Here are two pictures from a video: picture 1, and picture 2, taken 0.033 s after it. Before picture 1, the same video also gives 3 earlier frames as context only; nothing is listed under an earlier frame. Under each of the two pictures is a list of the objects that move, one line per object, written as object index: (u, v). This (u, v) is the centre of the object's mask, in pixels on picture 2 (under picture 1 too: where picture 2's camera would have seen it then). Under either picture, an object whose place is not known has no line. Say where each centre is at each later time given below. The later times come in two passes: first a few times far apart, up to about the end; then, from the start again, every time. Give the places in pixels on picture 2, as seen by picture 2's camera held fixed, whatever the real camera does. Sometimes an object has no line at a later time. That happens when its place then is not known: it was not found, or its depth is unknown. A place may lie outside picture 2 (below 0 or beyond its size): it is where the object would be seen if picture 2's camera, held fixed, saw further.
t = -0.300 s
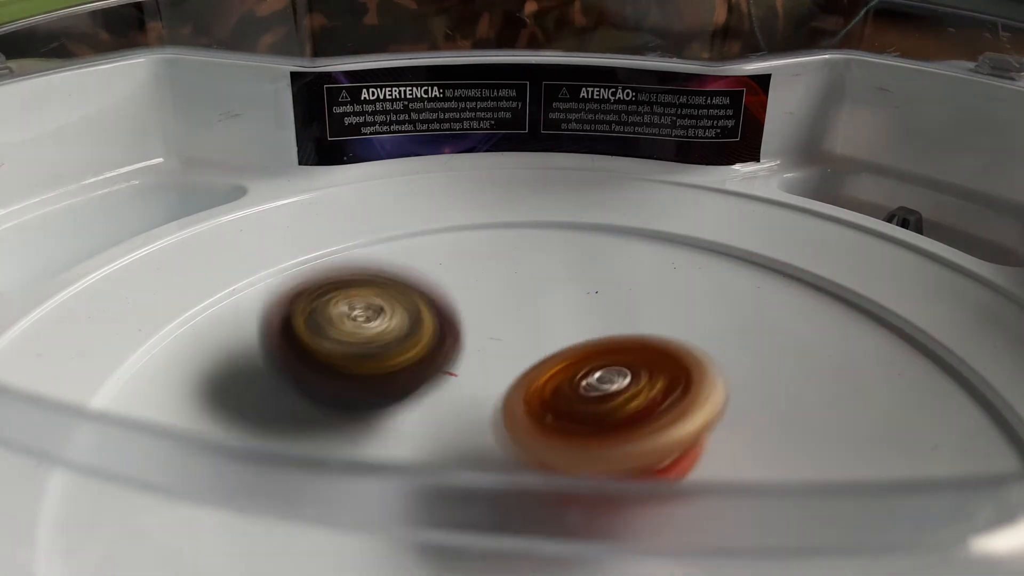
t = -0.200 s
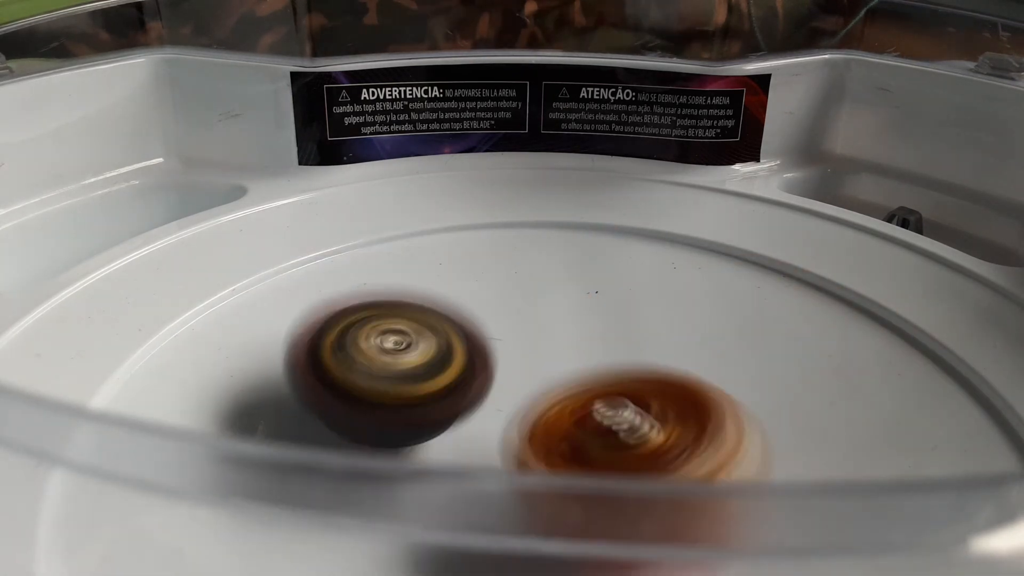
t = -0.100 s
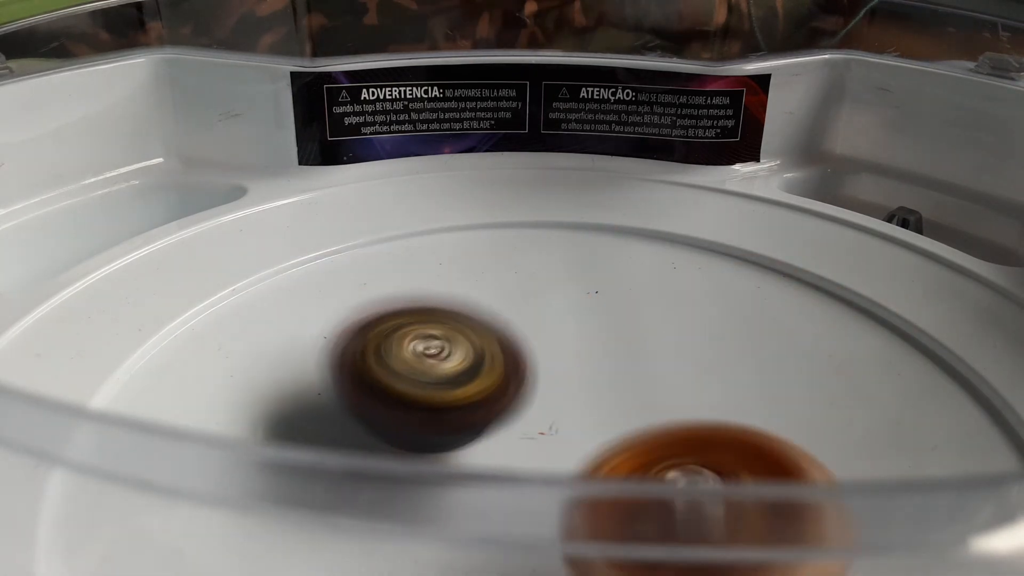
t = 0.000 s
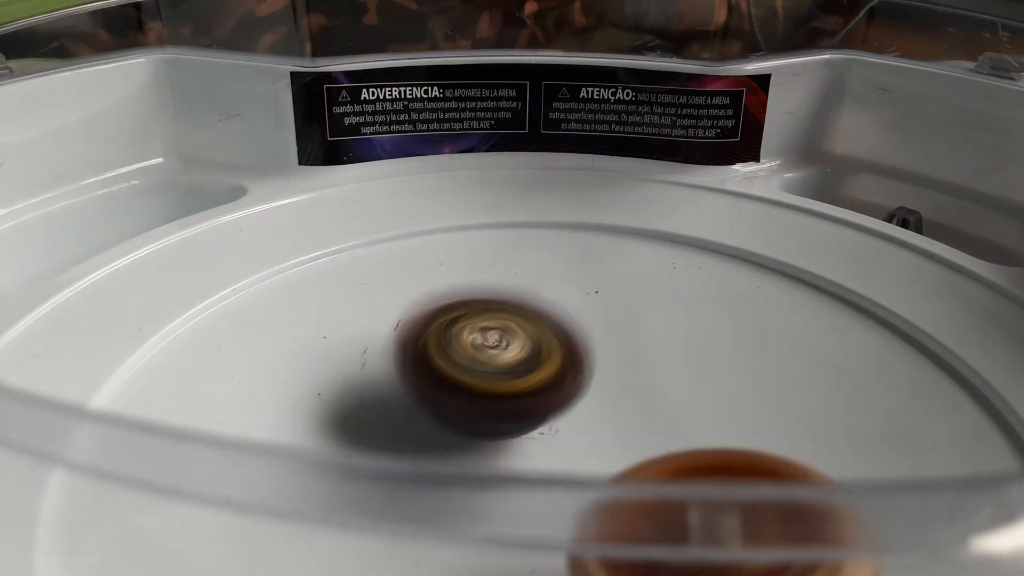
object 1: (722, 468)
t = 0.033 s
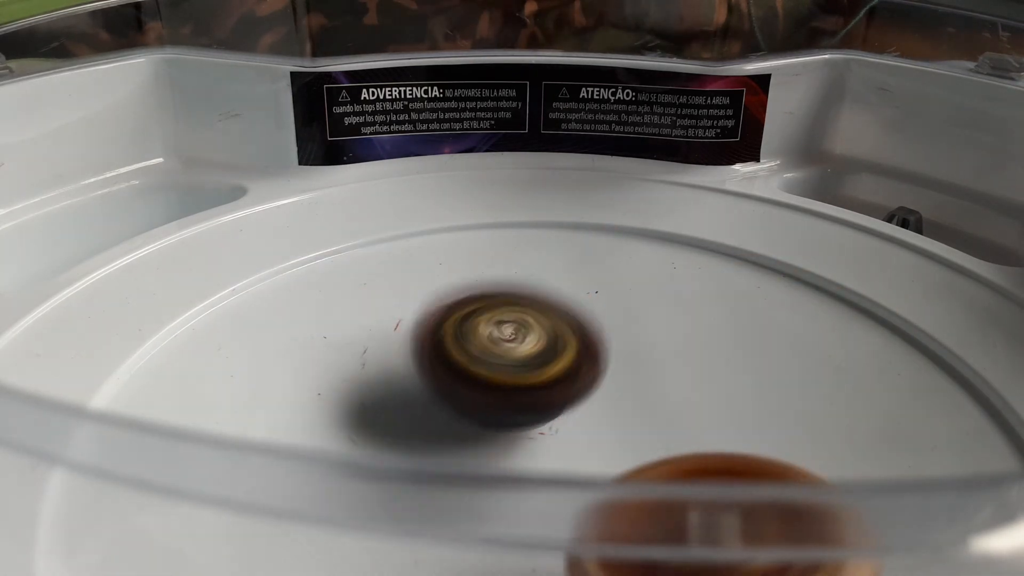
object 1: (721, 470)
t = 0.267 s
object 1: (645, 464)
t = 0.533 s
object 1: (483, 431)
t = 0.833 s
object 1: (407, 393)
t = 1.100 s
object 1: (434, 341)
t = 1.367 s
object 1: (395, 273)
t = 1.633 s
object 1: (493, 296)
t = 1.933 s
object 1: (664, 371)
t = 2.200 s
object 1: (745, 423)
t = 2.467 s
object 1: (697, 453)
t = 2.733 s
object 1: (535, 447)
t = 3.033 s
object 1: (381, 415)
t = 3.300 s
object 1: (359, 400)
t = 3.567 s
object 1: (493, 372)
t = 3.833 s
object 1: (478, 319)
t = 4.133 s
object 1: (542, 352)
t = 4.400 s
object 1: (620, 347)
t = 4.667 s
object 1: (631, 365)
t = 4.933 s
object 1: (594, 411)
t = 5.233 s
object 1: (536, 431)
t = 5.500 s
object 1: (509, 421)
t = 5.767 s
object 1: (498, 386)
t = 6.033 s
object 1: (504, 350)
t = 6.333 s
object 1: (549, 371)
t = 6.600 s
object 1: (637, 395)
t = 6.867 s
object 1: (660, 404)
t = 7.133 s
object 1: (583, 419)
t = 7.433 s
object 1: (483, 431)
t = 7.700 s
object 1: (450, 391)
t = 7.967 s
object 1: (519, 345)
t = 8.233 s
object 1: (617, 359)
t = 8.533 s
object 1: (643, 420)
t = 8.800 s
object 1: (531, 444)
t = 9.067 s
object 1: (450, 396)
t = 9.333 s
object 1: (490, 269)
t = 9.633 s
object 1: (567, 270)
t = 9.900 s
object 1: (584, 326)
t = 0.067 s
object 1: (716, 471)
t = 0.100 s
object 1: (710, 472)
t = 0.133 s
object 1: (702, 472)
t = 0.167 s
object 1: (690, 471)
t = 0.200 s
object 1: (678, 469)
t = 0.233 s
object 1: (662, 467)
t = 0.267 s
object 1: (645, 464)
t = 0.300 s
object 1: (628, 460)
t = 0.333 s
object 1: (608, 456)
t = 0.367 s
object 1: (585, 450)
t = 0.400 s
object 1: (563, 444)
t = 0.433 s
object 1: (544, 438)
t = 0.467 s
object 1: (524, 435)
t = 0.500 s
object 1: (502, 434)
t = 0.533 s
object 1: (483, 431)
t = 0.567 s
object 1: (465, 428)
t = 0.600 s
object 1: (449, 424)
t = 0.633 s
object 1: (435, 420)
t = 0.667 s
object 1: (424, 415)
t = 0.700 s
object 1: (416, 411)
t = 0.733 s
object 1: (410, 406)
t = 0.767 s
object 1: (407, 402)
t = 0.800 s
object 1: (406, 397)
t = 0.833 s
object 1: (407, 393)
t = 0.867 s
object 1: (409, 389)
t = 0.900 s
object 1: (412, 384)
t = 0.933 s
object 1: (417, 380)
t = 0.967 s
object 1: (422, 374)
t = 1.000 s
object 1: (428, 369)
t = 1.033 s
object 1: (436, 363)
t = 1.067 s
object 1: (444, 358)
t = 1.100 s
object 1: (434, 341)
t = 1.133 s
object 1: (415, 324)
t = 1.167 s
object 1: (404, 309)
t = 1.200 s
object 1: (396, 297)
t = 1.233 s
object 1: (392, 288)
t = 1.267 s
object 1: (390, 282)
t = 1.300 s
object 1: (390, 277)
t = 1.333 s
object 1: (391, 274)
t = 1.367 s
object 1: (395, 273)
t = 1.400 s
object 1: (401, 273)
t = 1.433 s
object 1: (408, 273)
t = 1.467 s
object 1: (417, 275)
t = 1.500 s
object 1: (429, 277)
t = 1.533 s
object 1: (442, 280)
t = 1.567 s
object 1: (458, 285)
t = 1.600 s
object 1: (475, 290)
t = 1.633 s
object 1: (493, 296)
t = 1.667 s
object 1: (513, 304)
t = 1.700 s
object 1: (532, 311)
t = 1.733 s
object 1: (552, 319)
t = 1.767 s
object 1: (571, 327)
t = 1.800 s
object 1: (590, 335)
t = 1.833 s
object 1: (610, 344)
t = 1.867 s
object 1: (629, 353)
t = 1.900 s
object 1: (647, 362)
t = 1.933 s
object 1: (664, 371)
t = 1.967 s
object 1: (680, 380)
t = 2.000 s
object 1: (695, 389)
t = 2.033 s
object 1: (707, 397)
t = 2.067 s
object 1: (719, 403)
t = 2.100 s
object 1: (727, 408)
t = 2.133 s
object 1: (735, 413)
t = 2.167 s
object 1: (740, 418)
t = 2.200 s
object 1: (745, 423)
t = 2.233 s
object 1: (747, 427)
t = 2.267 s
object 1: (748, 432)
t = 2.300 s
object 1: (746, 436)
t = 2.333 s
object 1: (742, 440)
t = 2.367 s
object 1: (734, 444)
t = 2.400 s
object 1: (724, 448)
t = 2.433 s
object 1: (712, 451)
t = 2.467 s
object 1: (697, 453)
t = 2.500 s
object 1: (682, 455)
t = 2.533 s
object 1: (663, 457)
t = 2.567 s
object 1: (644, 457)
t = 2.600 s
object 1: (622, 456)
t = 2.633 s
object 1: (601, 455)
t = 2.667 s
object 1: (579, 453)
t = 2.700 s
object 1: (557, 450)
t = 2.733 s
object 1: (535, 447)
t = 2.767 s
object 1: (513, 443)
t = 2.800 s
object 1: (494, 439)
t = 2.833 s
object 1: (477, 434)
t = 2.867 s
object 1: (459, 429)
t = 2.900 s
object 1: (446, 423)
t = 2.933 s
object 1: (436, 418)
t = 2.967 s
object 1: (425, 413)
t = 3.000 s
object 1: (400, 414)
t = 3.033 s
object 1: (381, 415)
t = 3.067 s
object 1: (366, 413)
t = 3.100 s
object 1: (355, 410)
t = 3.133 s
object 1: (348, 409)
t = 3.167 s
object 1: (345, 407)
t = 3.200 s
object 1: (344, 405)
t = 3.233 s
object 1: (347, 404)
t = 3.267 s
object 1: (352, 402)
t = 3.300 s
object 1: (359, 400)
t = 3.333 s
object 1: (369, 399)
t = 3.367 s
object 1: (384, 397)
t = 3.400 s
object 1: (400, 395)
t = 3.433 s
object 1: (417, 392)
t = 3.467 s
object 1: (436, 388)
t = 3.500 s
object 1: (452, 384)
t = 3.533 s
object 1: (472, 378)
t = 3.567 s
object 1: (493, 372)
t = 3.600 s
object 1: (496, 362)
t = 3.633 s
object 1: (485, 351)
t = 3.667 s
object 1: (480, 343)
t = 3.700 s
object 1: (478, 336)
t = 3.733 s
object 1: (477, 330)
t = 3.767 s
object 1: (477, 325)
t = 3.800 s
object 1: (477, 321)
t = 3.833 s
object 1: (478, 319)
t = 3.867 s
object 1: (481, 318)
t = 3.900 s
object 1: (484, 318)
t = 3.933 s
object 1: (488, 319)
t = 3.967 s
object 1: (495, 323)
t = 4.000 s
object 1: (503, 328)
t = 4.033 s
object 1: (513, 333)
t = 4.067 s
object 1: (521, 338)
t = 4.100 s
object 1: (530, 344)
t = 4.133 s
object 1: (542, 352)
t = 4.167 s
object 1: (555, 360)
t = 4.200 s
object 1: (565, 366)
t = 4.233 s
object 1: (582, 369)
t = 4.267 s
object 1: (588, 361)
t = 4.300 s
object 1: (597, 355)
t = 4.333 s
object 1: (606, 350)
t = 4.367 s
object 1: (613, 349)
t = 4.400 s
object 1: (620, 347)
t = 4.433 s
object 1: (625, 346)
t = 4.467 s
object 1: (629, 346)
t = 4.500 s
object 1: (630, 348)
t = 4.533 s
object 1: (633, 350)
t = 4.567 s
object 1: (635, 352)
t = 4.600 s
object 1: (634, 355)
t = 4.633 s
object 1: (632, 360)
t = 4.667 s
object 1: (631, 365)
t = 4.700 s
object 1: (629, 370)
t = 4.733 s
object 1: (624, 377)
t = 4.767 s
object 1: (620, 384)
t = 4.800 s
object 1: (617, 390)
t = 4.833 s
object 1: (610, 395)
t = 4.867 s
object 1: (604, 401)
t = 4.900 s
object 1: (599, 407)
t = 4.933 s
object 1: (594, 411)
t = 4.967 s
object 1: (586, 415)
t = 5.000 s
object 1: (579, 417)
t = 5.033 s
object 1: (575, 421)
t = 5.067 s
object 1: (568, 425)
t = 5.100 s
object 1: (560, 426)
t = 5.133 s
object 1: (555, 428)
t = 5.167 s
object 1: (550, 430)
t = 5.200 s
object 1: (542, 431)
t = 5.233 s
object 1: (536, 431)
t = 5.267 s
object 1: (533, 432)
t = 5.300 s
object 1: (527, 432)
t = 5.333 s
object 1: (521, 430)
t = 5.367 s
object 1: (519, 430)
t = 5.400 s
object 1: (516, 429)
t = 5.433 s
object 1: (512, 426)
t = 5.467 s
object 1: (511, 424)
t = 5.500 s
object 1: (509, 421)
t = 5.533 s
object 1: (505, 417)
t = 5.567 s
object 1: (505, 414)
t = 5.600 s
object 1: (503, 410)
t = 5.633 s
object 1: (500, 405)
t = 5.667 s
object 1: (500, 402)
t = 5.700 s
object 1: (499, 396)
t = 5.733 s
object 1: (497, 390)
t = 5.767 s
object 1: (498, 386)
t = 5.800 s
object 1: (497, 379)
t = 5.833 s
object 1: (496, 373)
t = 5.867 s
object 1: (497, 368)
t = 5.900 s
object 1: (498, 362)
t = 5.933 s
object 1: (499, 358)
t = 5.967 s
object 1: (500, 355)
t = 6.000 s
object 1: (503, 352)
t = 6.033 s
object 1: (504, 350)
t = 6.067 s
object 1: (506, 349)
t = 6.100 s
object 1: (510, 348)
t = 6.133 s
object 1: (512, 349)
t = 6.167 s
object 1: (518, 352)
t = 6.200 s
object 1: (524, 354)
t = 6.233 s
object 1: (528, 358)
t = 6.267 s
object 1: (535, 362)
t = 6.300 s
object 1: (543, 366)
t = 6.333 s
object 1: (549, 371)
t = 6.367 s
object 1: (559, 377)
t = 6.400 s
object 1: (569, 382)
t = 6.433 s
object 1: (578, 386)
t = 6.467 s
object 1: (594, 390)
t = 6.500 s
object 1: (605, 390)
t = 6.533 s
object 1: (615, 393)
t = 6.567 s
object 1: (628, 395)
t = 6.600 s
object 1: (637, 395)
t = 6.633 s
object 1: (644, 398)
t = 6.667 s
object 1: (653, 399)
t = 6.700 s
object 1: (658, 399)
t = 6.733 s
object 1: (662, 401)
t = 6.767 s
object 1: (665, 402)
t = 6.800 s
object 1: (664, 403)
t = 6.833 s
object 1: (663, 404)
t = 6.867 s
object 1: (660, 404)
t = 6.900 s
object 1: (652, 405)
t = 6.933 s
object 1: (646, 407)
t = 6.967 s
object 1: (634, 406)
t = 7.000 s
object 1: (624, 408)
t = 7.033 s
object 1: (615, 409)
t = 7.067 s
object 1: (601, 411)
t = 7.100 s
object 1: (592, 416)
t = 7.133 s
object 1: (583, 419)
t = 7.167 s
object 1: (571, 424)
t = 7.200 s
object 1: (565, 428)
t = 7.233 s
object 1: (553, 430)
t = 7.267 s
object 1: (544, 433)
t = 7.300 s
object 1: (531, 435)
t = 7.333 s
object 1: (519, 435)
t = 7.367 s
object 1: (507, 435)
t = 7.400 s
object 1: (492, 433)
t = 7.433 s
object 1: (483, 431)
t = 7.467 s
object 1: (473, 428)
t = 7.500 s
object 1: (464, 424)
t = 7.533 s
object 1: (459, 421)
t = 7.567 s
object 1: (452, 414)
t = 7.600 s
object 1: (451, 410)
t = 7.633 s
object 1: (447, 403)
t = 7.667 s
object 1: (449, 399)
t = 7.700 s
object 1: (450, 391)
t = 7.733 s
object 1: (453, 386)
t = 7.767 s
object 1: (459, 378)
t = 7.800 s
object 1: (465, 370)
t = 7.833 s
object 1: (476, 363)
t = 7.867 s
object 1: (484, 356)
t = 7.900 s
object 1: (497, 352)
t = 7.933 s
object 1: (506, 346)
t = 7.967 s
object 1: (519, 345)
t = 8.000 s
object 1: (531, 342)
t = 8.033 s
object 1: (542, 342)
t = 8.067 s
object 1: (555, 341)
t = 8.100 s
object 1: (566, 344)
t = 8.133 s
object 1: (581, 345)
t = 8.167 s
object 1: (592, 349)
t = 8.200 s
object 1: (607, 354)
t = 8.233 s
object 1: (617, 359)
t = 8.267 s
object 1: (628, 367)
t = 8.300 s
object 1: (636, 373)
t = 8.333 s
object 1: (643, 383)
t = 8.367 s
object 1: (648, 389)
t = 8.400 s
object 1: (651, 397)
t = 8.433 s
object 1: (655, 403)
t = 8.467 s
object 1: (651, 410)
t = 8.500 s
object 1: (651, 415)
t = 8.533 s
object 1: (643, 420)
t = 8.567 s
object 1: (637, 427)
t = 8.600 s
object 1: (628, 430)
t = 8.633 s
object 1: (618, 436)
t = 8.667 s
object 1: (606, 438)
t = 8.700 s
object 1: (589, 442)
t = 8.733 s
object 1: (573, 443)
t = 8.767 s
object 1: (553, 444)
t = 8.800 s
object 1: (531, 444)
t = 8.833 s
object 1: (511, 441)
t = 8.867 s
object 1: (495, 436)
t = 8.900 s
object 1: (475, 431)
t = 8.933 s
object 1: (462, 428)
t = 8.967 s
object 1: (457, 417)
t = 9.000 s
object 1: (453, 410)
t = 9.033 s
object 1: (449, 402)
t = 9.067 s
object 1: (450, 396)
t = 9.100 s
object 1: (452, 384)
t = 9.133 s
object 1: (456, 373)
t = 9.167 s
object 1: (463, 354)
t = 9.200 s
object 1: (462, 332)
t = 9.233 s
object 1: (472, 316)
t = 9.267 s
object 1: (470, 288)
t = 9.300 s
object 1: (475, 275)
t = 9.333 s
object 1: (490, 269)
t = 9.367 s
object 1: (494, 256)
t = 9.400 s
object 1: (493, 243)
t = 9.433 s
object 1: (507, 241)
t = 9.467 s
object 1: (515, 242)
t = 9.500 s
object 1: (526, 243)
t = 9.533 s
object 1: (535, 246)
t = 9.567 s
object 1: (546, 251)
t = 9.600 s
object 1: (558, 259)
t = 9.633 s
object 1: (567, 270)
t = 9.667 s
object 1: (573, 280)
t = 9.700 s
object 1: (578, 292)
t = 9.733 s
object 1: (582, 302)
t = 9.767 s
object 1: (584, 311)
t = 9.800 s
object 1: (585, 318)
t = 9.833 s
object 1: (585, 323)
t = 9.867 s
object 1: (585, 326)
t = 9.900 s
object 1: (584, 326)
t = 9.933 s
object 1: (584, 326)
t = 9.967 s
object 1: (584, 326)
